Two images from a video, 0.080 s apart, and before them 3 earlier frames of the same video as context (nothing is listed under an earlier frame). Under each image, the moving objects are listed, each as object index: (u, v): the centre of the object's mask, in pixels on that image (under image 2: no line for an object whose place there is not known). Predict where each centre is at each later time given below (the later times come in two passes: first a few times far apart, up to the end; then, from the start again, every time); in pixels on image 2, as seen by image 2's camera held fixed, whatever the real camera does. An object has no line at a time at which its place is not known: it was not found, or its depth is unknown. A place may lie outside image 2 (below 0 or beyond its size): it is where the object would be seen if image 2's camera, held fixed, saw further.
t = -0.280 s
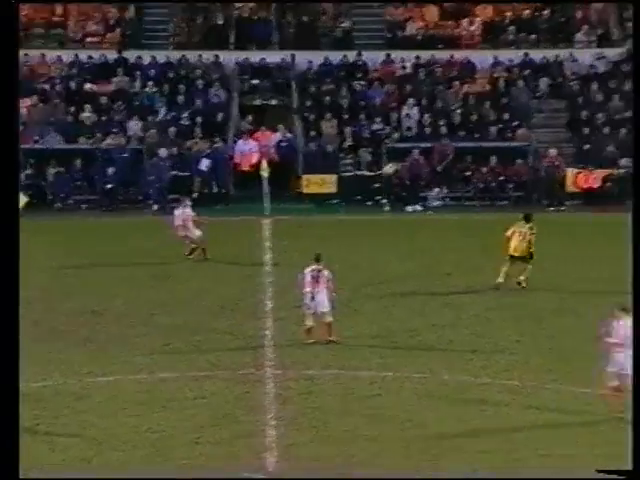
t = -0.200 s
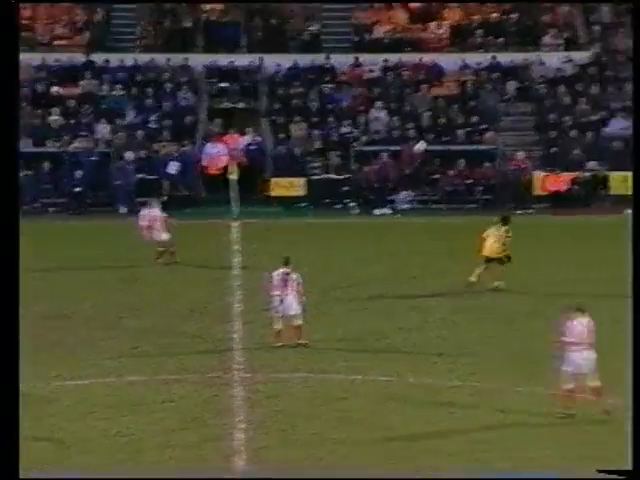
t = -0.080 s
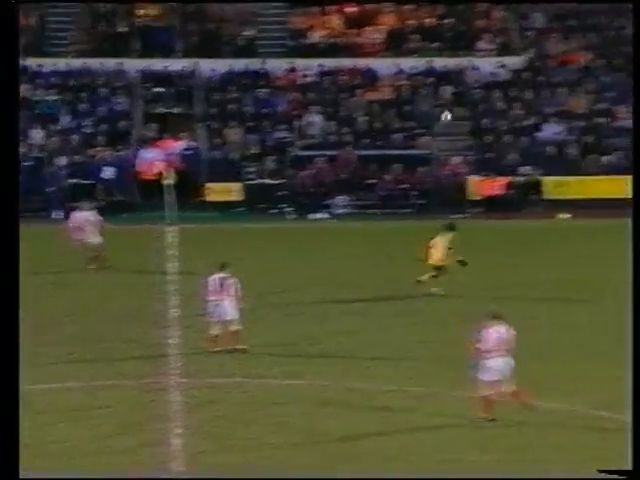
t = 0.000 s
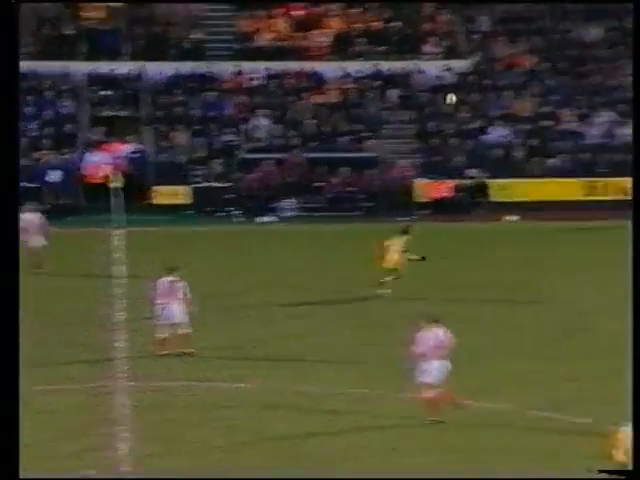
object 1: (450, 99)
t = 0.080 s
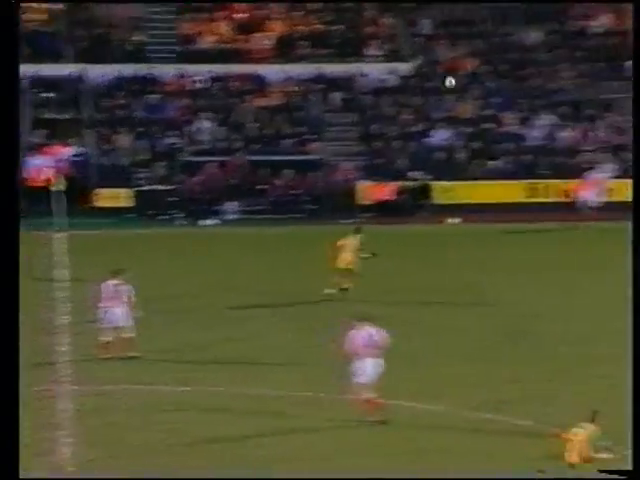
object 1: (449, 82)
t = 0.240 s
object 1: (561, 46)
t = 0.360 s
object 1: (641, 22)
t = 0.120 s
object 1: (478, 72)
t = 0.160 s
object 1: (505, 63)
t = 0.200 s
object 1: (533, 54)
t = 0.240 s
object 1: (561, 46)
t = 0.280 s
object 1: (588, 38)
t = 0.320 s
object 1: (613, 29)
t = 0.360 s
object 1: (641, 22)
